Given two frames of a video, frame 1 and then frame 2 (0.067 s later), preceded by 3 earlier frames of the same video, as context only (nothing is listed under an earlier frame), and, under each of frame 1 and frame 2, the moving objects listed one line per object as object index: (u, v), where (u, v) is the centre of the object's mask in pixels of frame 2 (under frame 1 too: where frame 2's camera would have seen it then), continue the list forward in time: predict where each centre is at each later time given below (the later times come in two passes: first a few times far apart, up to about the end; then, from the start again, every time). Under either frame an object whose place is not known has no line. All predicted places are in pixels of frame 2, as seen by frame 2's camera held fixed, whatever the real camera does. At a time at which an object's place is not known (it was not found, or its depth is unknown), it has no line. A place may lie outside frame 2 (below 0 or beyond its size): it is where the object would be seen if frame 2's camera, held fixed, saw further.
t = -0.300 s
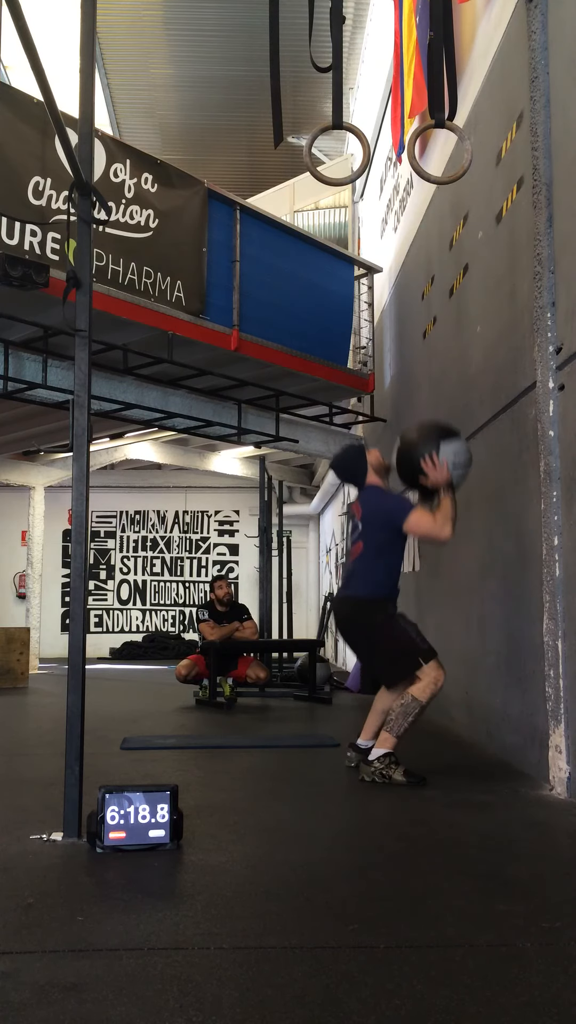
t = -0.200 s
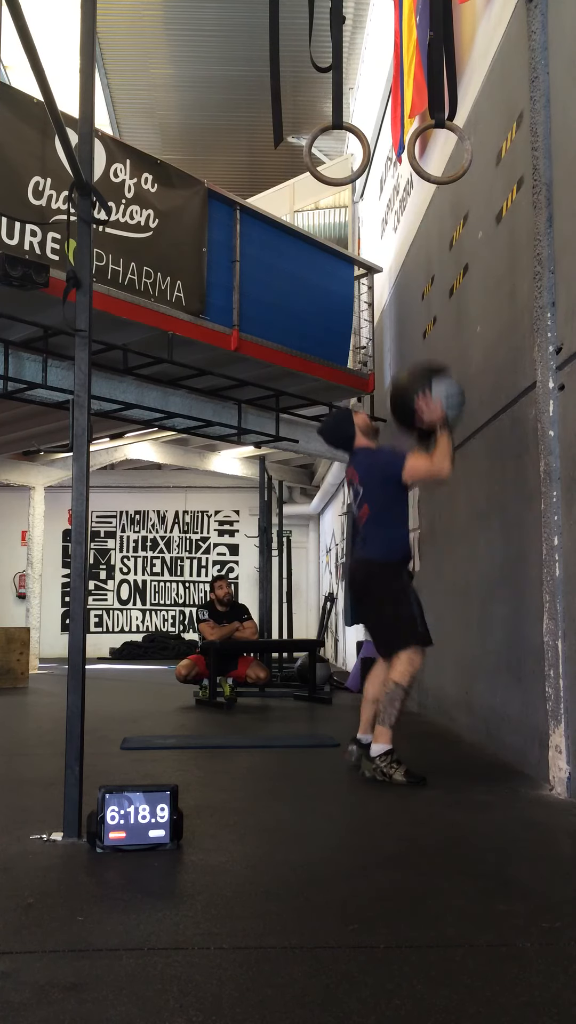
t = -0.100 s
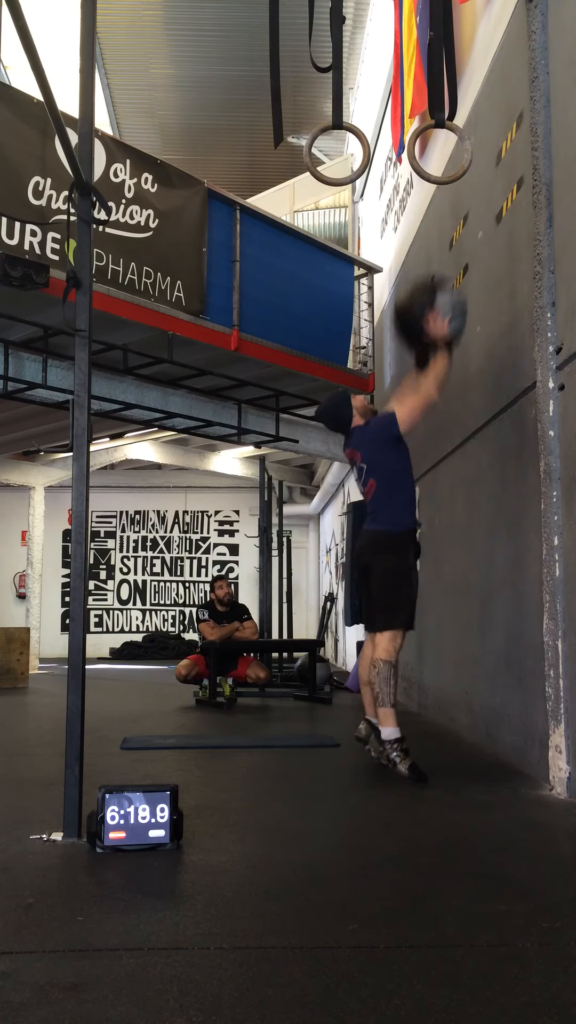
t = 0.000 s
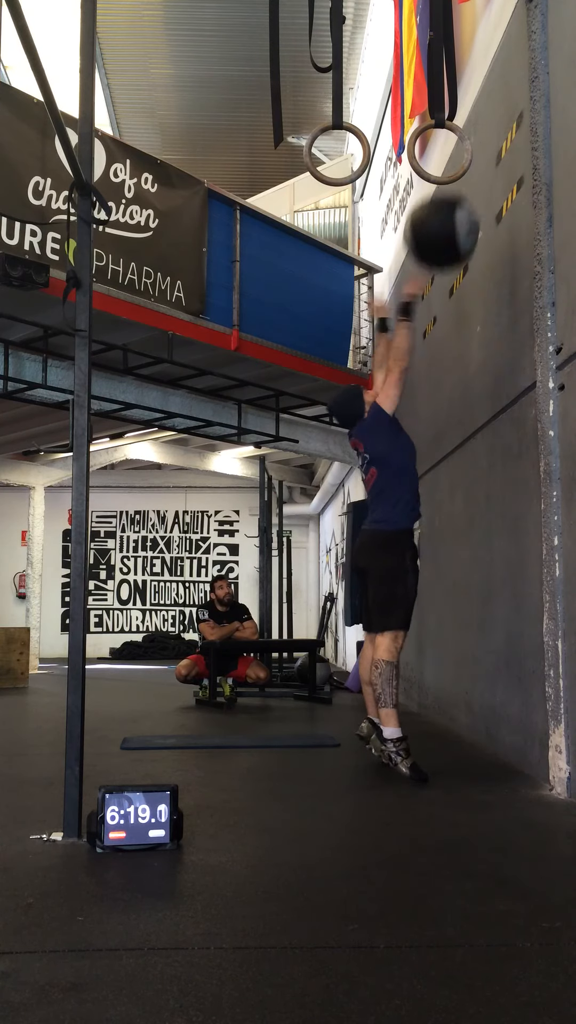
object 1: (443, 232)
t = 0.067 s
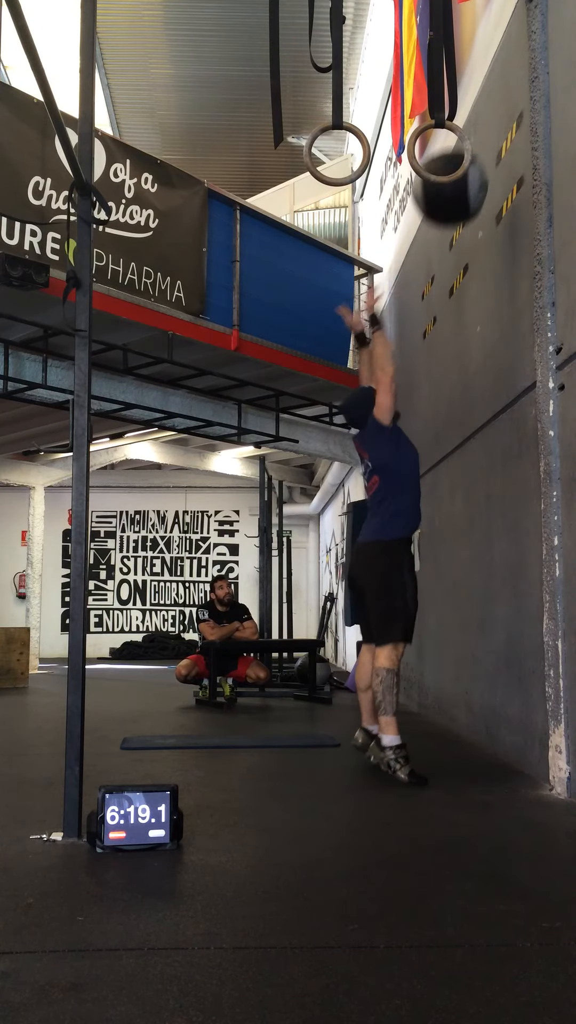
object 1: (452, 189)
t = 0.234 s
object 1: (481, 112)
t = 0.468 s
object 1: (473, 105)
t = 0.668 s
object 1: (446, 190)
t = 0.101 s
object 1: (457, 170)
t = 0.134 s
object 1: (460, 152)
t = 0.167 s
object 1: (469, 139)
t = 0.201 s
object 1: (472, 126)
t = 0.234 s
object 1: (481, 112)
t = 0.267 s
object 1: (482, 107)
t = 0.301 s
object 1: (481, 103)
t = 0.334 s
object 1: (479, 100)
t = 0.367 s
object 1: (477, 99)
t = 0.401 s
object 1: (476, 99)
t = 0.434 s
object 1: (474, 101)
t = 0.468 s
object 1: (473, 105)
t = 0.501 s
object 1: (466, 119)
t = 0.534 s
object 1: (461, 129)
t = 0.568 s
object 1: (456, 141)
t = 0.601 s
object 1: (453, 152)
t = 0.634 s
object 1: (449, 170)
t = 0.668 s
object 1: (446, 190)
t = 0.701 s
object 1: (443, 211)
